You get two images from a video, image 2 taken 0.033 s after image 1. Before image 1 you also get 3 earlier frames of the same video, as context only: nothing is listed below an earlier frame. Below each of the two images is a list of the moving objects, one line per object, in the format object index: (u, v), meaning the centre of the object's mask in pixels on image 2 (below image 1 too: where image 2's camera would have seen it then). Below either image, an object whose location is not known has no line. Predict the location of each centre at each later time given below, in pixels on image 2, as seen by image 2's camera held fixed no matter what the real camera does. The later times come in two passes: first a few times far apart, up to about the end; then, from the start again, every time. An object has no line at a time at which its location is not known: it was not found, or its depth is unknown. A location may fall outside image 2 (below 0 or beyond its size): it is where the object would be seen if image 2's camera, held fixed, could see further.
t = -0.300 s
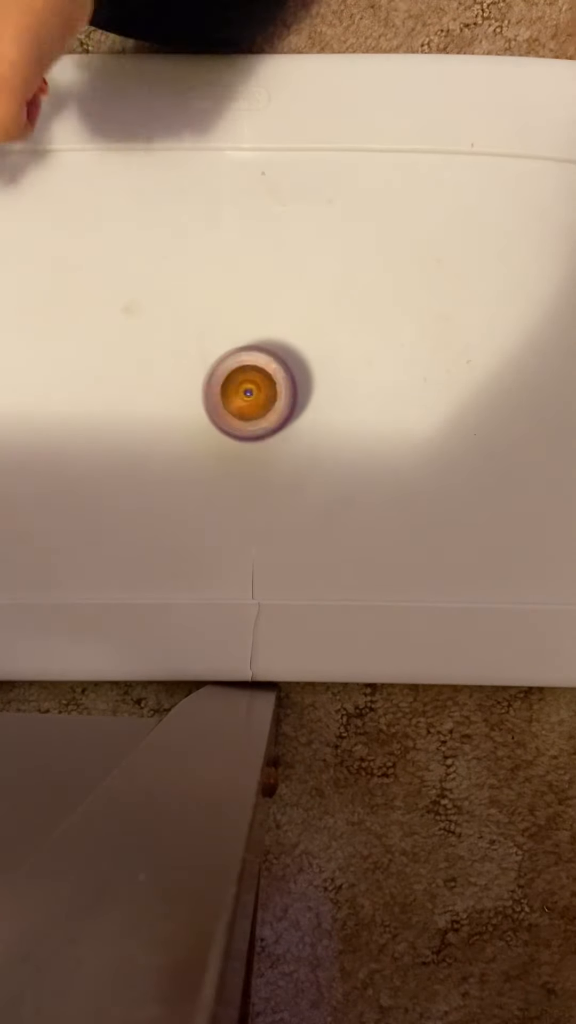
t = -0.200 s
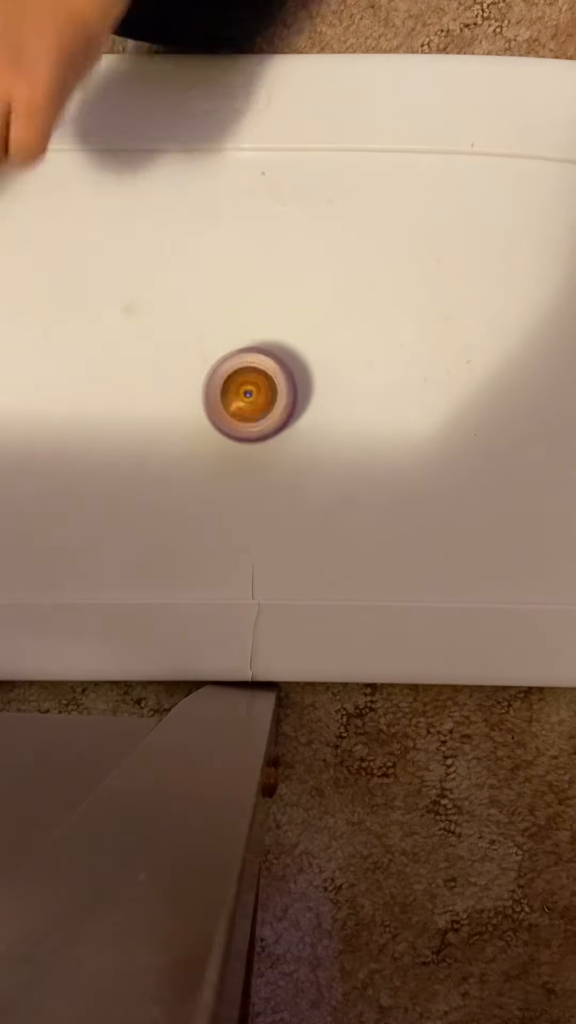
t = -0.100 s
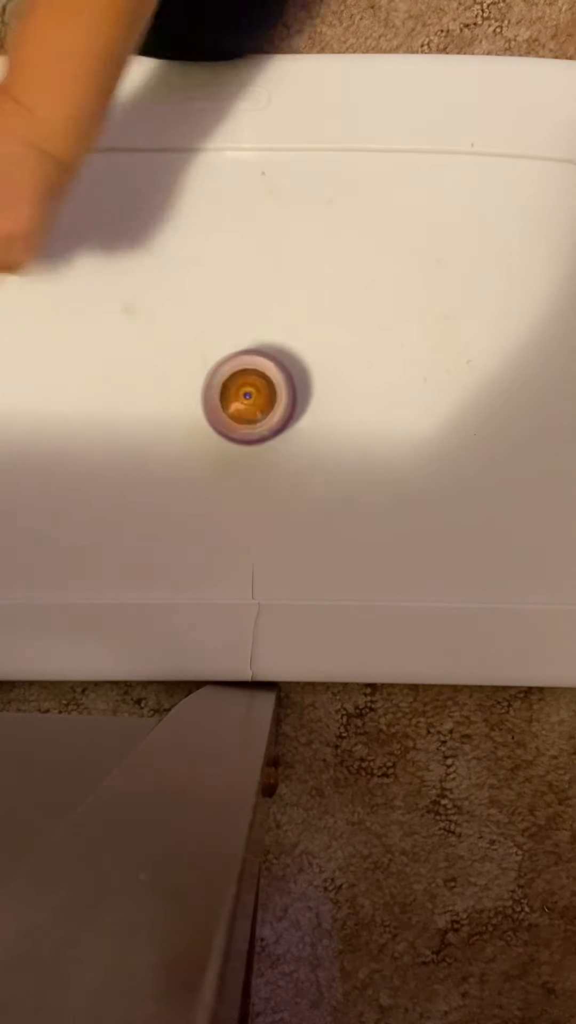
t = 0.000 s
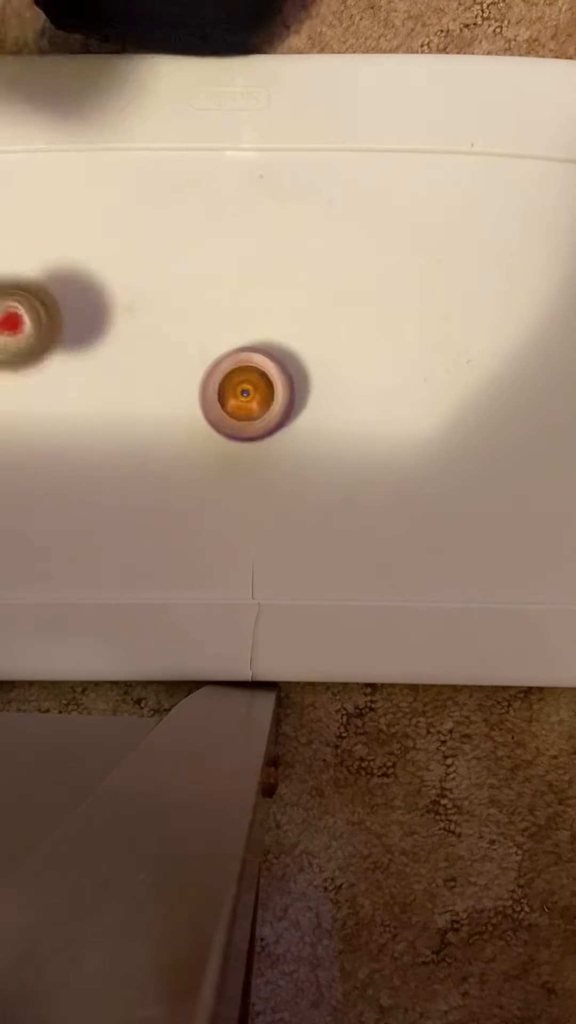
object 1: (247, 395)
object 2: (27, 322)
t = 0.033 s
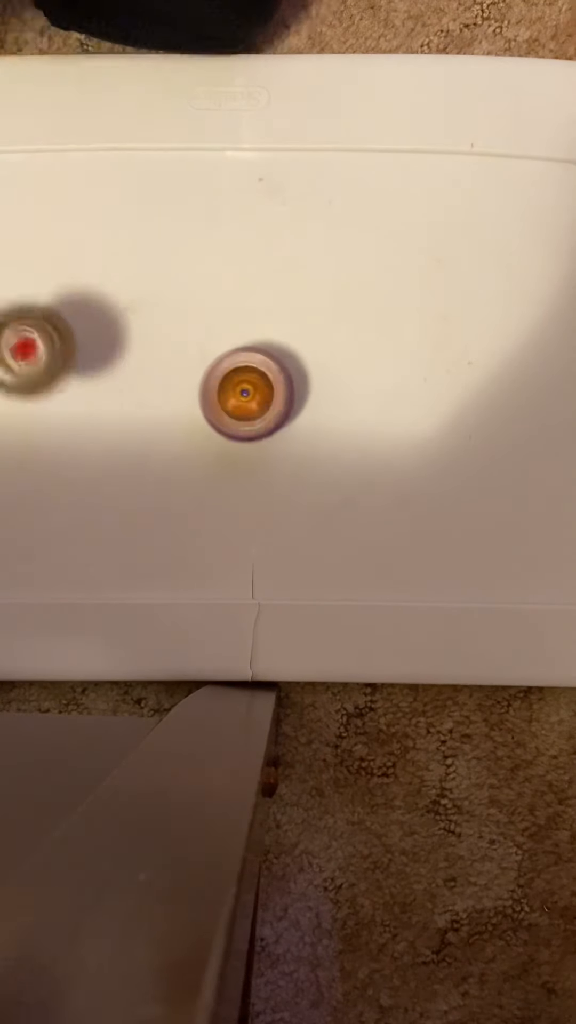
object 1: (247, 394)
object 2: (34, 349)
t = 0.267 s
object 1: (236, 391)
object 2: (123, 507)
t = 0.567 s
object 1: (219, 384)
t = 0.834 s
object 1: (202, 371)
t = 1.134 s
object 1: (190, 354)
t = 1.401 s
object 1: (188, 344)
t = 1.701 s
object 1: (197, 339)
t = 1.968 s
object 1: (209, 342)
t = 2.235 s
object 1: (227, 352)
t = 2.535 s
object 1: (246, 366)
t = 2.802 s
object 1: (253, 376)
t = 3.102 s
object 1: (247, 386)
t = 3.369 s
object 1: (235, 386)
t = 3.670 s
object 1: (220, 382)
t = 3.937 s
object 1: (207, 371)
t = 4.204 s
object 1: (199, 355)
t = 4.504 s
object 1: (198, 341)
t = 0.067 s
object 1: (246, 395)
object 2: (46, 380)
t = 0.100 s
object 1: (245, 395)
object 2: (68, 410)
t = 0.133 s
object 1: (242, 394)
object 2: (77, 428)
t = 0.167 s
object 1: (241, 393)
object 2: (91, 449)
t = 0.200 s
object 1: (239, 392)
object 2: (103, 468)
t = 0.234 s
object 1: (237, 392)
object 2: (114, 486)
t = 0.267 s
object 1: (236, 391)
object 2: (123, 507)
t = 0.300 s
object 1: (235, 391)
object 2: (131, 530)
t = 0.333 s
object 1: (233, 391)
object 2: (140, 555)
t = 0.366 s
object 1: (231, 390)
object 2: (148, 581)
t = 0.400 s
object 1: (229, 390)
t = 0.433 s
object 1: (228, 389)
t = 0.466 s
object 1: (226, 387)
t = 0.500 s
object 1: (224, 386)
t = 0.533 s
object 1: (222, 385)
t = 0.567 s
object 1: (219, 384)
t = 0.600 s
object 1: (217, 382)
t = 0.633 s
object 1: (214, 381)
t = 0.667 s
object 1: (212, 379)
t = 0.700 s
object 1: (209, 377)
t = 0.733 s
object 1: (207, 376)
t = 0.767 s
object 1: (205, 374)
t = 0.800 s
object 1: (203, 373)
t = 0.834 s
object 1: (202, 371)
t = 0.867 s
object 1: (200, 370)
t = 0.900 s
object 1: (199, 368)
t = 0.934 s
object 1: (198, 366)
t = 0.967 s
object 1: (196, 364)
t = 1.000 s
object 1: (195, 362)
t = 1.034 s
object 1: (193, 360)
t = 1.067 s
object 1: (192, 358)
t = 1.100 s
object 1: (190, 356)
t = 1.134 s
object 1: (190, 354)
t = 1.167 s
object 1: (189, 353)
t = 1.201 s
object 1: (189, 352)
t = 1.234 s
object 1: (188, 350)
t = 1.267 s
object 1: (188, 349)
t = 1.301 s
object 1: (188, 347)
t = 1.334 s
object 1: (188, 347)
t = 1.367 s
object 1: (188, 345)
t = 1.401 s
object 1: (188, 344)
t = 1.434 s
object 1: (189, 343)
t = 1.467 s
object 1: (189, 341)
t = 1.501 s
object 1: (190, 341)
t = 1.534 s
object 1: (191, 340)
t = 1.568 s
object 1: (192, 340)
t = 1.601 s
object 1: (194, 340)
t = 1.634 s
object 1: (195, 340)
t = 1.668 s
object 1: (196, 340)
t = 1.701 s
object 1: (197, 339)
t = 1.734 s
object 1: (198, 339)
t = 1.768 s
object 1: (199, 340)
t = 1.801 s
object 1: (200, 340)
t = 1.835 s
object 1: (202, 340)
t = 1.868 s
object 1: (204, 340)
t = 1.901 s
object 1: (206, 340)
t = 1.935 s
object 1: (207, 342)
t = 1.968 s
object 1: (209, 342)
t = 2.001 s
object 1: (211, 344)
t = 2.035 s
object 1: (213, 345)
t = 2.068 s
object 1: (216, 346)
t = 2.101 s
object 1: (218, 347)
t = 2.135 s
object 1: (220, 349)
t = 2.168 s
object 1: (222, 350)
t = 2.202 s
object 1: (225, 351)
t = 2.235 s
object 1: (227, 352)
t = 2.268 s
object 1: (230, 354)
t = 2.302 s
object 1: (233, 355)
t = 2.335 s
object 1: (235, 356)
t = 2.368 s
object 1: (237, 358)
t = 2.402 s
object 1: (239, 359)
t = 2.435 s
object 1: (241, 361)
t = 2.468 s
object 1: (243, 363)
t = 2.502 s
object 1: (245, 364)
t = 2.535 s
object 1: (246, 366)
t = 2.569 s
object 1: (247, 367)
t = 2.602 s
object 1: (248, 368)
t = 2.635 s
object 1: (250, 369)
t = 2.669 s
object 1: (252, 371)
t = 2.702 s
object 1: (252, 372)
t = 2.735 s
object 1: (253, 373)
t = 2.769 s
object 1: (253, 375)
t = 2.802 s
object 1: (253, 376)
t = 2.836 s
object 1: (253, 377)
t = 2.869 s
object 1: (252, 378)
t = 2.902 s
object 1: (252, 380)
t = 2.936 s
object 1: (251, 381)
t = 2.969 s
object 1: (251, 383)
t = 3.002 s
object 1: (251, 384)
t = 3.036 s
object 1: (250, 384)
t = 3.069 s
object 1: (249, 385)
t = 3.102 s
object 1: (247, 386)
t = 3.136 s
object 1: (246, 385)
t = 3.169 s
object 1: (245, 386)
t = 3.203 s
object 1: (244, 386)
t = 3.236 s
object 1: (242, 387)
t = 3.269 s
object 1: (241, 387)
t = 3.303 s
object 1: (239, 386)
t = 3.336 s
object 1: (238, 386)
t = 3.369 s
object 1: (235, 386)
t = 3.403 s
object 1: (234, 386)
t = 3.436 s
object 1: (232, 386)
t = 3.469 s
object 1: (230, 385)
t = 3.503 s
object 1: (228, 385)
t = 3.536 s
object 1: (226, 385)
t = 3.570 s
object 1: (224, 384)
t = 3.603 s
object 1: (223, 384)
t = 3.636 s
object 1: (221, 384)
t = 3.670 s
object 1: (220, 382)
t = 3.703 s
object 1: (219, 382)
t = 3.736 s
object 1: (216, 381)
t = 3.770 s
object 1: (215, 379)
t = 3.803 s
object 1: (213, 378)
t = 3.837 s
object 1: (212, 377)
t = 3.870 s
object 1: (211, 375)
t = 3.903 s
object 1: (210, 373)
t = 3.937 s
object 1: (207, 371)
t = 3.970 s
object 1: (206, 369)
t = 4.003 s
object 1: (205, 368)
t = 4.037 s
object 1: (203, 365)
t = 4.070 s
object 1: (202, 363)
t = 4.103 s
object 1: (201, 361)
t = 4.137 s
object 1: (201, 359)
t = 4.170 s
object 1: (199, 357)
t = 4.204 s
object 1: (199, 355)
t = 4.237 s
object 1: (198, 354)
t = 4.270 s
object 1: (198, 351)
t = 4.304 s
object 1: (198, 349)
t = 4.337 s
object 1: (197, 348)
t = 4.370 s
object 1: (197, 346)
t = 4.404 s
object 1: (198, 345)
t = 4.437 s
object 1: (198, 344)
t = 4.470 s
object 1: (198, 342)
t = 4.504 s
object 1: (198, 341)
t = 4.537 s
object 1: (199, 341)
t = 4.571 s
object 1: (199, 341)
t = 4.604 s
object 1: (200, 340)
